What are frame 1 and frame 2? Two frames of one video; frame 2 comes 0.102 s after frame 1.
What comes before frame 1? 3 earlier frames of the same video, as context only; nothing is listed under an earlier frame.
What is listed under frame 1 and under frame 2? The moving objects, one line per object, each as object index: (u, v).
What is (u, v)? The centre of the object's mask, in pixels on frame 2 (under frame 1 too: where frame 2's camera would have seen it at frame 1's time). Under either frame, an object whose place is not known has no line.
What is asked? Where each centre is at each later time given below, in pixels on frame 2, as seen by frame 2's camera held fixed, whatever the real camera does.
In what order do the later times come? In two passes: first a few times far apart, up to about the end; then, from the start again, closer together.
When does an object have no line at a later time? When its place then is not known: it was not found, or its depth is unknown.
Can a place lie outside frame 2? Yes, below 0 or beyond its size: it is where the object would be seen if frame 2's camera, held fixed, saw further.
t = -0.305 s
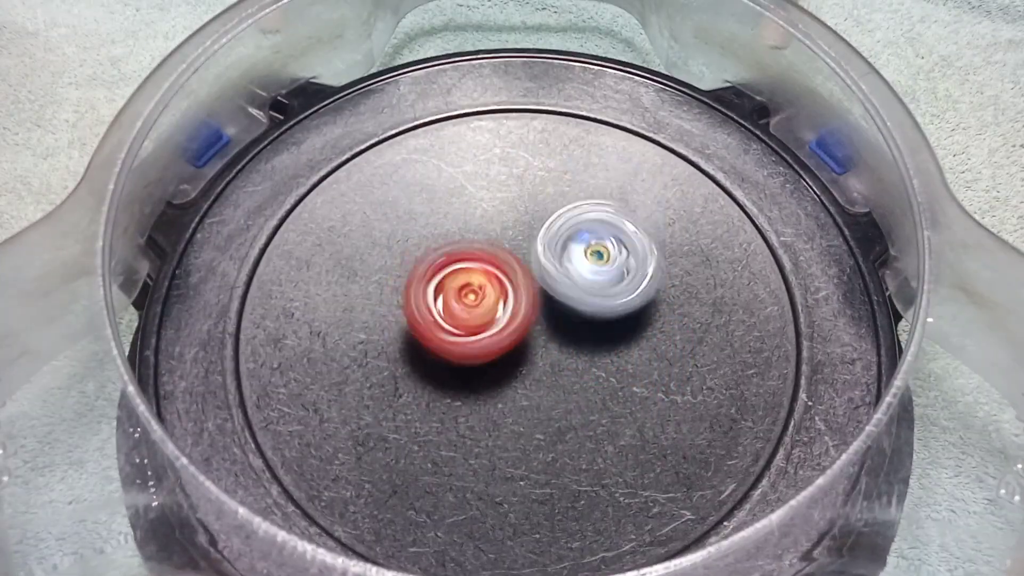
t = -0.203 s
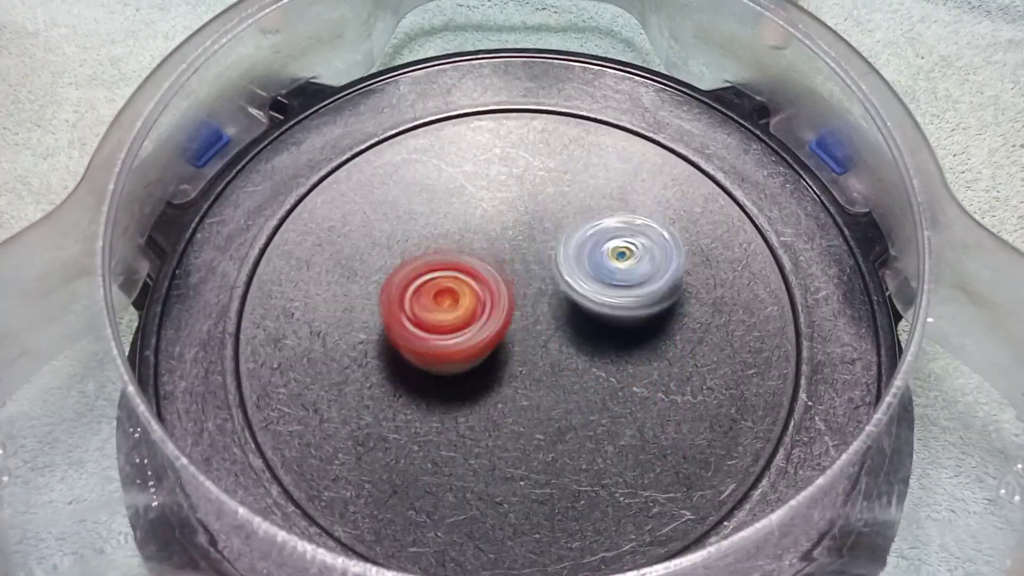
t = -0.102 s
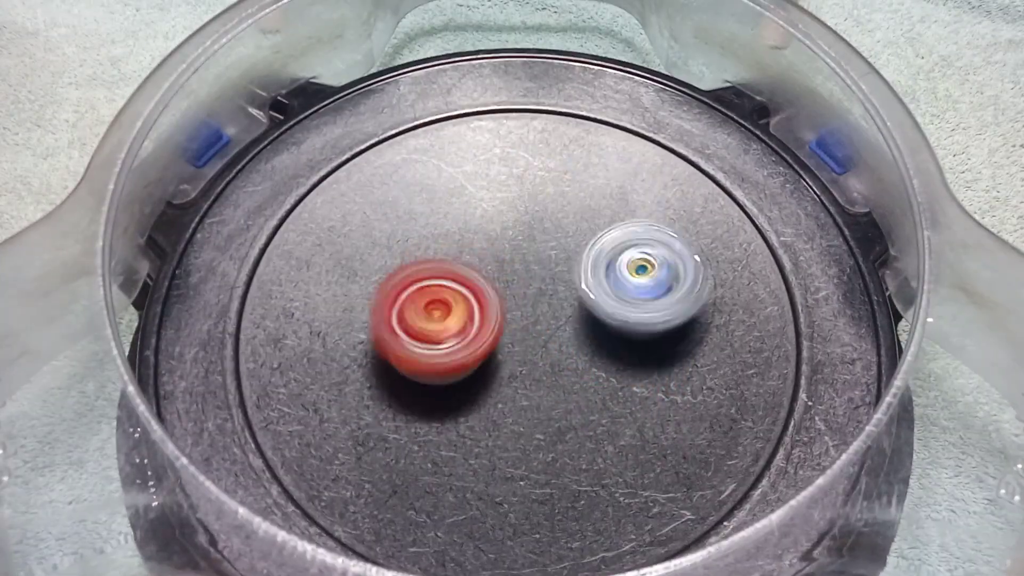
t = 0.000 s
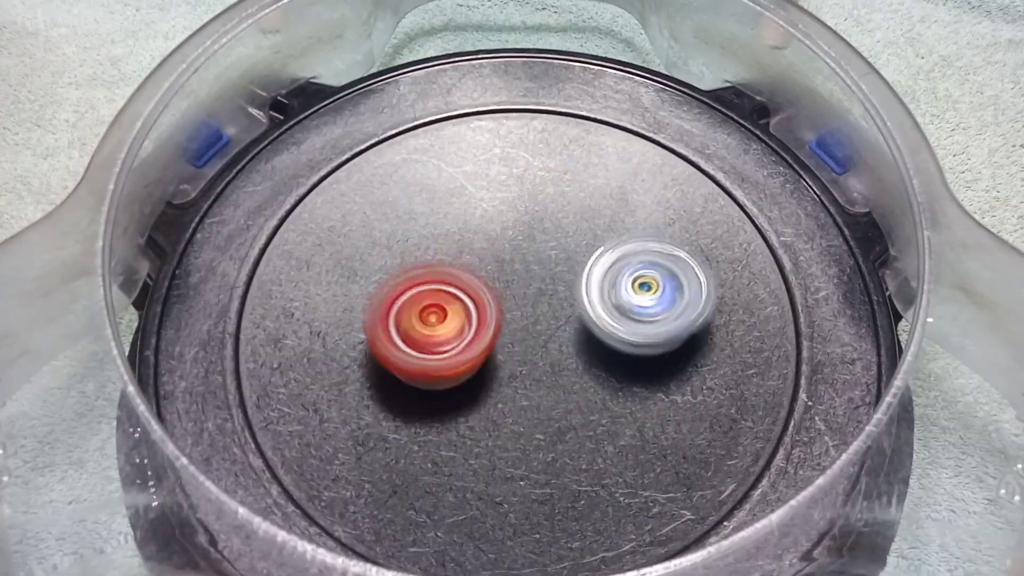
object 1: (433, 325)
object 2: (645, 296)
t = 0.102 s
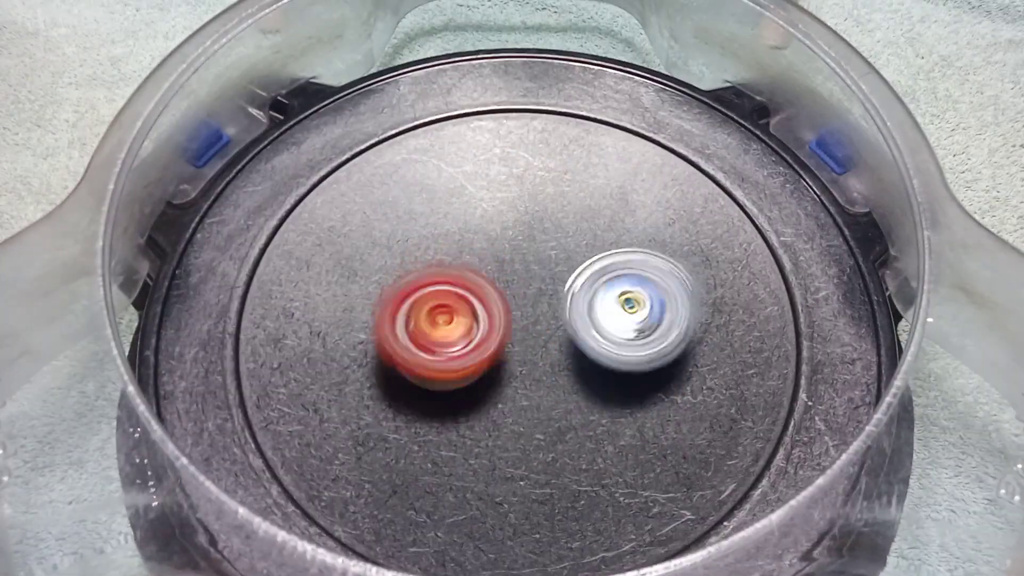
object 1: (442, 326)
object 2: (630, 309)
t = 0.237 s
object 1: (462, 323)
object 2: (604, 329)
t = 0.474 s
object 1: (458, 315)
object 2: (641, 330)
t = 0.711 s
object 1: (469, 311)
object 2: (629, 313)
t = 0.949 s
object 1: (473, 306)
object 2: (634, 285)
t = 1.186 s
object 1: (471, 308)
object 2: (621, 272)
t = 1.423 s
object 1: (457, 309)
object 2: (594, 290)
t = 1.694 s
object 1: (434, 358)
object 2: (593, 277)
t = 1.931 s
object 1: (457, 330)
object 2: (583, 269)
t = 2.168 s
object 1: (439, 346)
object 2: (575, 254)
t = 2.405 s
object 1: (455, 330)
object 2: (575, 254)
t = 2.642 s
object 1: (484, 356)
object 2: (576, 257)
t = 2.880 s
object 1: (484, 355)
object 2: (574, 256)
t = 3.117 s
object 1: (486, 348)
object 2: (576, 255)
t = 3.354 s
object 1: (486, 348)
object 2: (576, 255)
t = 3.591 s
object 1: (486, 348)
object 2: (576, 255)
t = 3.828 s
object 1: (486, 348)
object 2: (576, 255)
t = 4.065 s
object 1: (486, 348)
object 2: (576, 255)
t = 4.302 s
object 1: (486, 348)
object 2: (576, 255)
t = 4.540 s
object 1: (486, 348)
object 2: (576, 255)
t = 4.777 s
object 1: (486, 348)
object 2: (576, 255)
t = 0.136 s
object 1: (450, 325)
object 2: (621, 317)
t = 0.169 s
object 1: (451, 326)
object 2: (613, 323)
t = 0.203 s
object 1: (454, 325)
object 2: (605, 326)
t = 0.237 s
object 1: (462, 323)
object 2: (604, 329)
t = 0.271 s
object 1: (452, 320)
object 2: (618, 328)
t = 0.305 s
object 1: (451, 316)
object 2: (628, 328)
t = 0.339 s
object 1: (453, 314)
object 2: (639, 330)
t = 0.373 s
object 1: (458, 316)
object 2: (638, 331)
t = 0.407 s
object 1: (459, 317)
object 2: (635, 331)
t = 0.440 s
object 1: (459, 315)
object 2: (637, 333)
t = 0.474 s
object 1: (458, 315)
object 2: (641, 330)
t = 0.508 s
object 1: (460, 314)
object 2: (639, 327)
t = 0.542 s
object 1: (465, 311)
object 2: (637, 326)
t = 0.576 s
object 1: (473, 314)
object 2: (633, 323)
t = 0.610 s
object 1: (478, 318)
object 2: (628, 322)
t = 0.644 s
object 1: (481, 317)
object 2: (621, 319)
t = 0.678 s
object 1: (474, 315)
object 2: (632, 315)
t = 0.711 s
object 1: (469, 311)
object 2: (629, 313)
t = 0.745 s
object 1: (470, 307)
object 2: (627, 313)
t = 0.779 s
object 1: (478, 303)
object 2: (630, 310)
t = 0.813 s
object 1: (486, 304)
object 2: (629, 307)
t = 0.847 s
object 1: (491, 307)
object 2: (625, 303)
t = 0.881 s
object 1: (487, 310)
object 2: (635, 296)
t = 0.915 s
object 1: (479, 310)
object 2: (638, 289)
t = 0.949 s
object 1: (473, 306)
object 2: (634, 285)
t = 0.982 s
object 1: (472, 302)
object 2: (629, 281)
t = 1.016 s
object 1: (476, 298)
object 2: (626, 282)
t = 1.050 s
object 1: (486, 299)
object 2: (623, 285)
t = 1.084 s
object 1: (492, 305)
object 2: (620, 283)
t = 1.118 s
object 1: (487, 307)
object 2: (626, 282)
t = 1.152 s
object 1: (479, 309)
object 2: (627, 276)
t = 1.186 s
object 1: (471, 308)
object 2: (621, 272)
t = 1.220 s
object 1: (467, 307)
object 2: (611, 276)
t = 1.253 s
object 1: (464, 304)
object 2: (606, 283)
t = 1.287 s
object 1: (467, 302)
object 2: (599, 289)
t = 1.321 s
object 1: (465, 302)
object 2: (595, 288)
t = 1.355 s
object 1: (463, 302)
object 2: (591, 290)
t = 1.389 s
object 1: (461, 305)
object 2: (596, 292)
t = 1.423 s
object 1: (457, 309)
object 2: (594, 290)
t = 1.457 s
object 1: (453, 310)
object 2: (590, 289)
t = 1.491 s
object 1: (451, 315)
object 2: (589, 289)
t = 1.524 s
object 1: (447, 317)
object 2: (582, 289)
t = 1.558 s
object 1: (446, 319)
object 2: (576, 287)
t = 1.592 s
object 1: (437, 327)
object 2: (581, 286)
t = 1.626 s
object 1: (428, 337)
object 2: (587, 281)
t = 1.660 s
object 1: (426, 348)
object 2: (590, 278)
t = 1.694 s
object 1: (434, 358)
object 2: (593, 277)
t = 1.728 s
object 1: (447, 365)
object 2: (591, 276)
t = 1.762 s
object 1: (465, 366)
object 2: (589, 275)
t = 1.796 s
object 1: (479, 358)
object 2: (588, 278)
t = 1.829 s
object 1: (485, 346)
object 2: (588, 279)
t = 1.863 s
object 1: (480, 337)
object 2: (587, 276)
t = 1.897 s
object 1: (469, 331)
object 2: (586, 273)
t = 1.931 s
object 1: (457, 330)
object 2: (583, 269)
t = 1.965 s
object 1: (448, 333)
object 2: (579, 265)
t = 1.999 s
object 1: (443, 337)
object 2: (577, 261)
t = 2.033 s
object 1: (441, 340)
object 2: (576, 257)
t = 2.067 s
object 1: (440, 343)
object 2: (575, 254)
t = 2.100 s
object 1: (439, 345)
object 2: (575, 254)
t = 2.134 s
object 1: (439, 346)
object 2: (575, 254)
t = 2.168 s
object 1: (439, 346)
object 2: (575, 254)
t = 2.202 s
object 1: (439, 346)
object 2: (575, 254)
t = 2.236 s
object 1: (439, 345)
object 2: (575, 254)
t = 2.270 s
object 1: (440, 342)
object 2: (575, 254)
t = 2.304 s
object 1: (440, 340)
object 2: (575, 254)
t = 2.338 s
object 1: (443, 337)
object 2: (575, 254)
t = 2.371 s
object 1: (447, 333)
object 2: (575, 254)
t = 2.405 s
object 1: (455, 330)
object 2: (575, 254)
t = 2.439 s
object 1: (466, 330)
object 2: (575, 254)
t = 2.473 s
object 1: (478, 333)
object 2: (575, 254)
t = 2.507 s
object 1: (484, 339)
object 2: (575, 254)
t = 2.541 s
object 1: (486, 345)
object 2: (576, 254)
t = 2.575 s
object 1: (486, 350)
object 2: (577, 254)
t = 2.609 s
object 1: (485, 354)
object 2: (576, 256)
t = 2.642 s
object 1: (484, 356)
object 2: (576, 257)
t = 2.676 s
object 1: (482, 358)
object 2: (575, 258)
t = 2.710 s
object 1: (481, 359)
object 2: (575, 258)
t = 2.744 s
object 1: (480, 359)
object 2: (575, 257)
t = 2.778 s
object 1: (480, 359)
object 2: (574, 256)
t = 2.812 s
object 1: (481, 358)
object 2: (574, 256)
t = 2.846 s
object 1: (482, 357)
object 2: (574, 255)
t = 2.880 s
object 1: (484, 355)
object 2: (574, 256)
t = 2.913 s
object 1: (485, 352)
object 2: (574, 255)
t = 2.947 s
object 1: (486, 349)
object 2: (574, 255)
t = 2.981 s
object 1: (486, 348)
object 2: (575, 255)
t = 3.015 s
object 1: (486, 349)
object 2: (575, 255)
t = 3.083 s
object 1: (486, 349)
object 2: (576, 255)
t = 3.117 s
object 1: (486, 348)
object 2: (576, 255)
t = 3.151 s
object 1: (486, 348)
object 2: (576, 255)
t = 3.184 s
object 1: (486, 348)
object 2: (576, 255)
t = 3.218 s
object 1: (486, 349)
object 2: (576, 255)
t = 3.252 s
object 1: (486, 348)
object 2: (576, 255)
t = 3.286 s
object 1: (486, 349)
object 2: (575, 255)
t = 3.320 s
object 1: (486, 349)
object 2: (576, 255)
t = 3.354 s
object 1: (486, 348)
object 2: (576, 255)
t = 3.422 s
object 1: (486, 348)
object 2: (576, 255)
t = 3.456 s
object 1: (486, 349)
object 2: (576, 255)
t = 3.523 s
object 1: (486, 349)
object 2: (576, 255)
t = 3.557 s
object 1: (486, 348)
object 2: (576, 255)
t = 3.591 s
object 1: (486, 348)
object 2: (576, 255)
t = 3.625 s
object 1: (486, 348)
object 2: (576, 255)
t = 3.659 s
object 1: (486, 348)
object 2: (576, 255)
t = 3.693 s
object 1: (486, 348)
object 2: (576, 255)
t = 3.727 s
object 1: (486, 349)
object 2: (576, 255)
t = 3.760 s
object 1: (486, 349)
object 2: (576, 255)
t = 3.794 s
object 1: (486, 349)
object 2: (576, 255)
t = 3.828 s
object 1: (486, 348)
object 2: (576, 255)
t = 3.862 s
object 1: (486, 348)
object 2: (576, 255)
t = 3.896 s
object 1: (486, 348)
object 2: (576, 255)
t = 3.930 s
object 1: (486, 349)
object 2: (576, 255)
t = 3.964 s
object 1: (486, 349)
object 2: (576, 255)
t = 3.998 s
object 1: (486, 349)
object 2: (576, 255)
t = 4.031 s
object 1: (486, 348)
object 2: (576, 255)
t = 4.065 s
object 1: (486, 348)
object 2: (576, 255)
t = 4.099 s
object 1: (486, 348)
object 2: (576, 255)
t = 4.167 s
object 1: (486, 348)
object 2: (576, 255)
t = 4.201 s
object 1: (486, 348)
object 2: (576, 255)
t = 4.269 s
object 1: (486, 348)
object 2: (576, 255)
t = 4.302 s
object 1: (486, 348)
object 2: (576, 255)
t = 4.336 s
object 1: (486, 348)
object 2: (576, 255)
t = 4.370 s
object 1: (486, 348)
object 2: (576, 255)
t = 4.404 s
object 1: (486, 348)
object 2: (576, 255)
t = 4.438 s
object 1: (486, 348)
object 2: (576, 255)
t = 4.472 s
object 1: (486, 348)
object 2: (576, 255)
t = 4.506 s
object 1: (486, 348)
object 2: (576, 255)
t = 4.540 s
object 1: (486, 348)
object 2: (576, 255)
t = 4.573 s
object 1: (486, 348)
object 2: (576, 255)
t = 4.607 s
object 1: (486, 349)
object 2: (576, 255)
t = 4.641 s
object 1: (486, 349)
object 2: (576, 255)
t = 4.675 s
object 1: (486, 348)
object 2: (576, 255)
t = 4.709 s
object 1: (486, 348)
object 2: (576, 255)
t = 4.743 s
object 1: (486, 348)
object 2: (576, 255)
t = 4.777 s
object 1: (486, 348)
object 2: (576, 255)
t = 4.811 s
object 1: (486, 348)
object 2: (576, 255)
